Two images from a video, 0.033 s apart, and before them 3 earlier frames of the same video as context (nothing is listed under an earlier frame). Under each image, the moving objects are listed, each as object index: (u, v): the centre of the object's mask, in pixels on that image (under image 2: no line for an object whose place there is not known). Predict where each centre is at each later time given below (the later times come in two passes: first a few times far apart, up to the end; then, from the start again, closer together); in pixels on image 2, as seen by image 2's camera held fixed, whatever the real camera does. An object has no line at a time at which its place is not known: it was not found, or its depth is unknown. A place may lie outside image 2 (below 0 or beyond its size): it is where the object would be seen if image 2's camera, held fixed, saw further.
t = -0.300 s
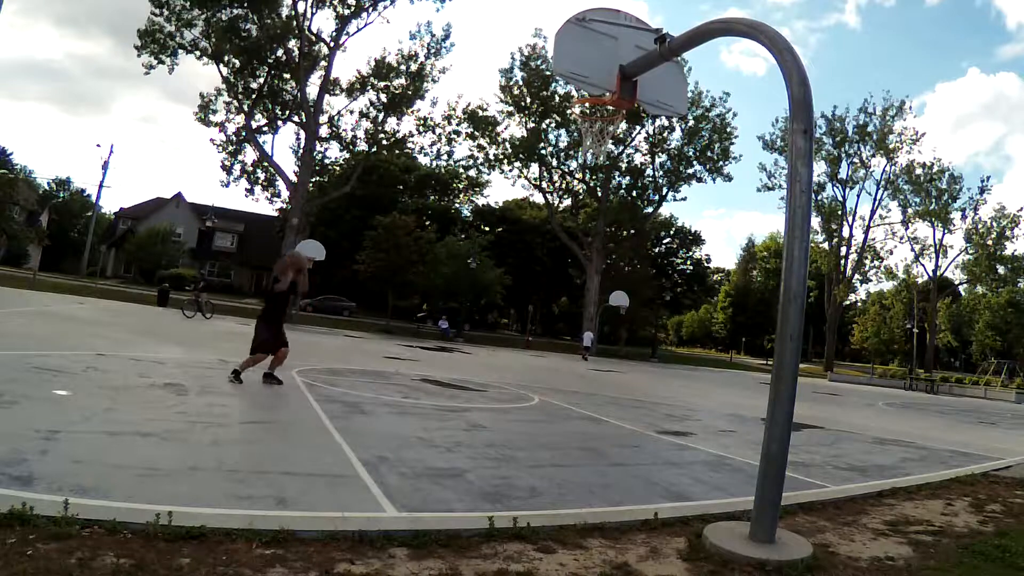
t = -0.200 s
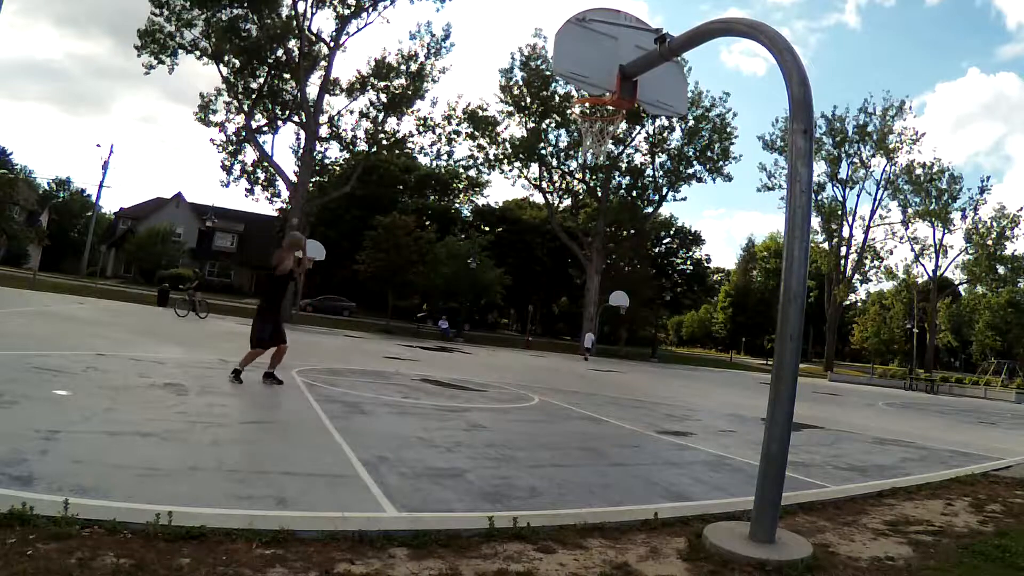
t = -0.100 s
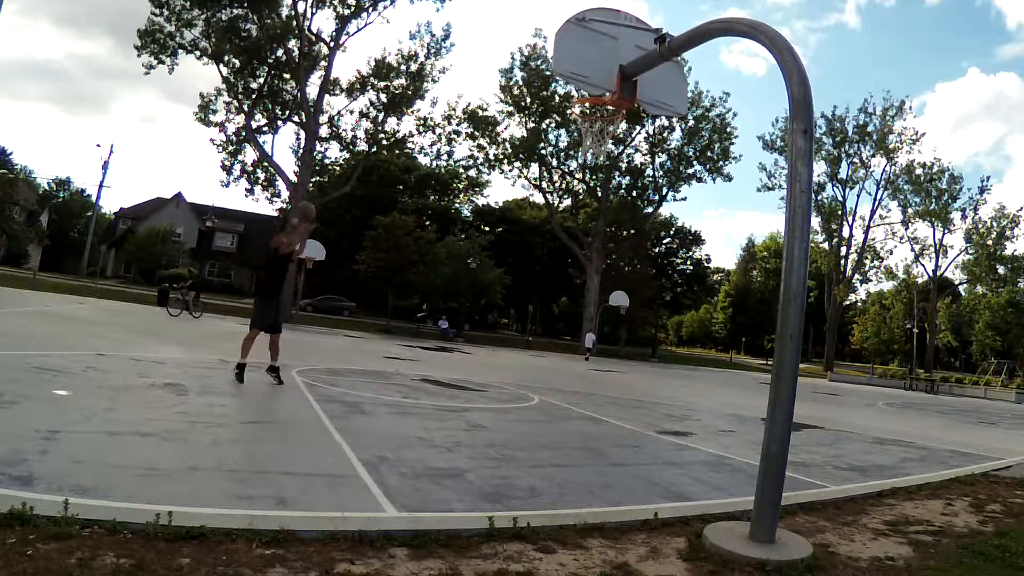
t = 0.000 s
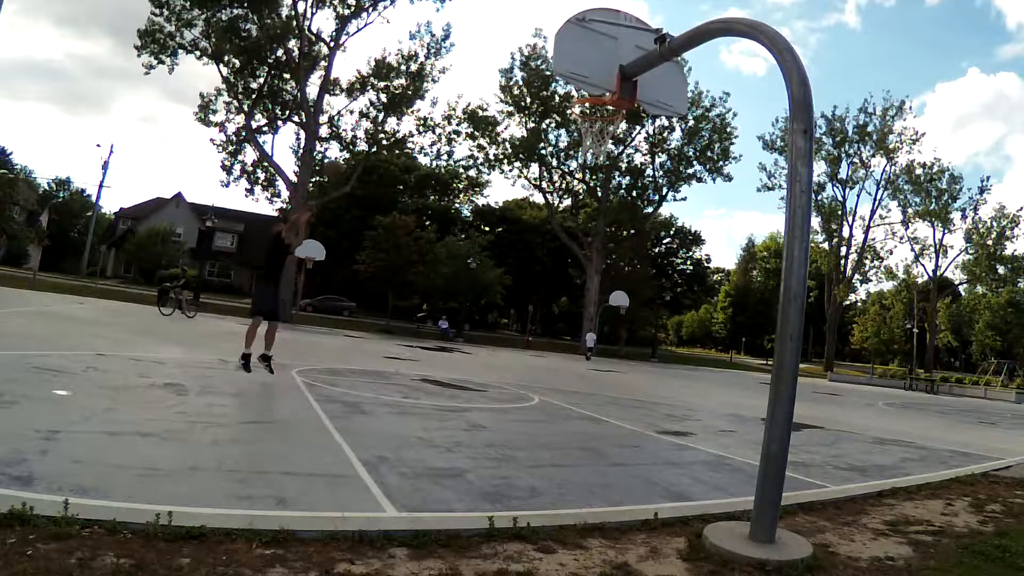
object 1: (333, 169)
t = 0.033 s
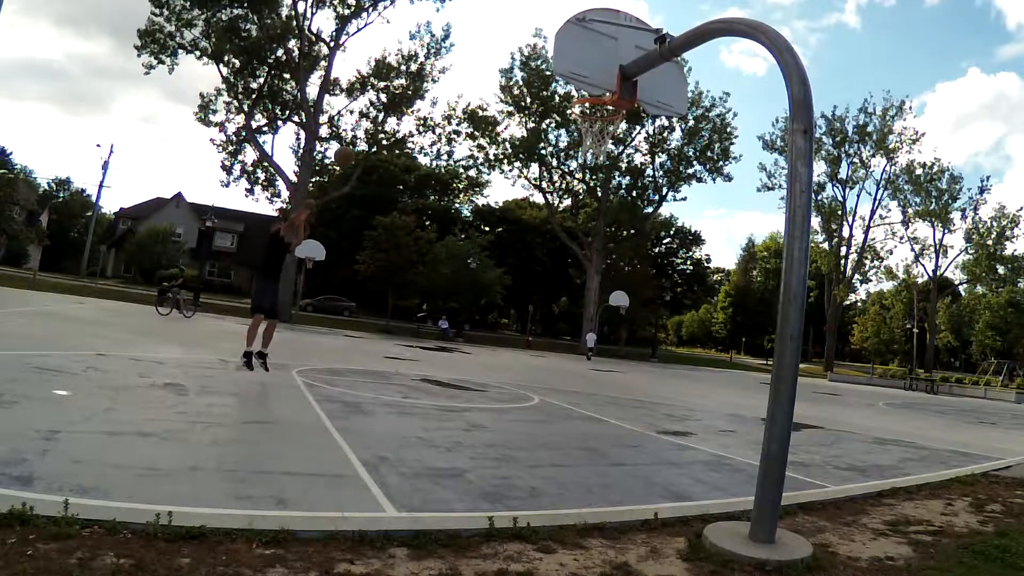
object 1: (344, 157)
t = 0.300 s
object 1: (425, 83)
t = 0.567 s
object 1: (512, 62)
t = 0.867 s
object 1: (612, 122)
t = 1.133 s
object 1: (595, 210)
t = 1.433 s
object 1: (564, 409)
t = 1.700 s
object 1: (539, 314)
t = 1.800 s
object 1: (528, 281)
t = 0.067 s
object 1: (355, 145)
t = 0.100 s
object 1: (366, 134)
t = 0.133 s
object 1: (374, 125)
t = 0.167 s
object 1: (384, 114)
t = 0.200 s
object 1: (396, 103)
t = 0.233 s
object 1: (405, 95)
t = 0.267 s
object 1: (416, 88)
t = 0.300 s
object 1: (425, 83)
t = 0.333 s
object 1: (437, 76)
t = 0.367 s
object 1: (447, 72)
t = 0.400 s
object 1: (458, 68)
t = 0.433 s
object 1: (469, 65)
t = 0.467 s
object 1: (479, 62)
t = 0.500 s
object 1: (490, 61)
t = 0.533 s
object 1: (501, 61)
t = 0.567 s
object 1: (512, 62)
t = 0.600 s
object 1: (522, 63)
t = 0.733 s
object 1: (564, 86)
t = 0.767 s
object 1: (576, 93)
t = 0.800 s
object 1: (588, 102)
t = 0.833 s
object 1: (602, 112)
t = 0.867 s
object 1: (612, 122)
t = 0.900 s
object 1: (611, 133)
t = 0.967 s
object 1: (608, 148)
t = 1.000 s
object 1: (605, 160)
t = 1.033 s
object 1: (603, 172)
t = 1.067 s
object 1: (600, 185)
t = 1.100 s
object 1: (598, 199)
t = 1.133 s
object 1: (595, 210)
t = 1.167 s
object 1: (592, 230)
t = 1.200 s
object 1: (590, 247)
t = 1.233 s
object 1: (586, 267)
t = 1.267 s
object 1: (582, 287)
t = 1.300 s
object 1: (579, 309)
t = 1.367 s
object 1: (572, 357)
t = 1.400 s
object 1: (569, 383)
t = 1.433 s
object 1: (564, 409)
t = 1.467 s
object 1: (560, 437)
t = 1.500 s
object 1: (558, 417)
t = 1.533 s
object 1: (555, 396)
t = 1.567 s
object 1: (552, 377)
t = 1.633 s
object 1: (546, 343)
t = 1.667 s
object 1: (543, 326)
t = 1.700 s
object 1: (539, 314)
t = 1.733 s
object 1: (536, 302)
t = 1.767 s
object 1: (532, 292)
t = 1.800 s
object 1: (528, 281)
